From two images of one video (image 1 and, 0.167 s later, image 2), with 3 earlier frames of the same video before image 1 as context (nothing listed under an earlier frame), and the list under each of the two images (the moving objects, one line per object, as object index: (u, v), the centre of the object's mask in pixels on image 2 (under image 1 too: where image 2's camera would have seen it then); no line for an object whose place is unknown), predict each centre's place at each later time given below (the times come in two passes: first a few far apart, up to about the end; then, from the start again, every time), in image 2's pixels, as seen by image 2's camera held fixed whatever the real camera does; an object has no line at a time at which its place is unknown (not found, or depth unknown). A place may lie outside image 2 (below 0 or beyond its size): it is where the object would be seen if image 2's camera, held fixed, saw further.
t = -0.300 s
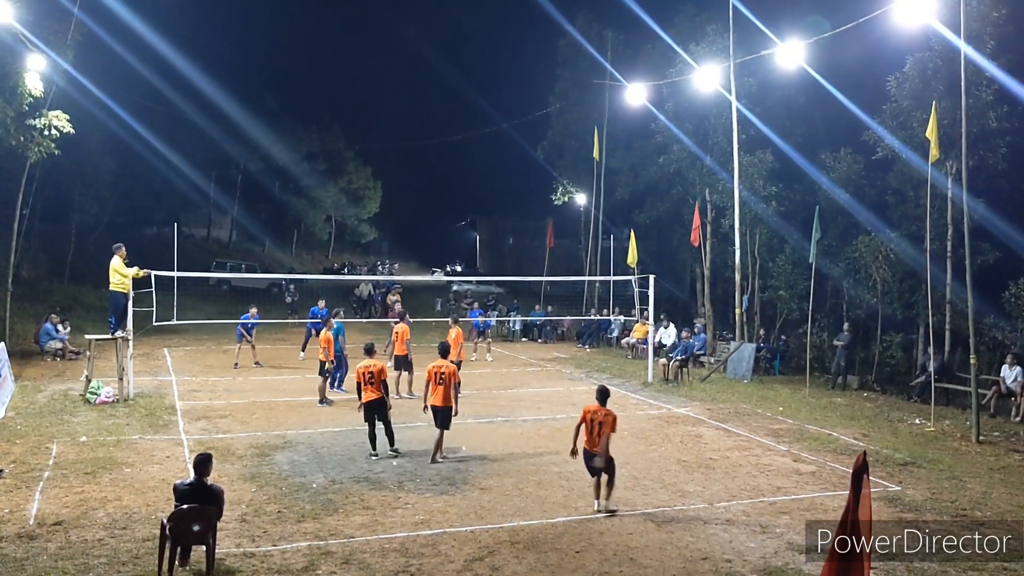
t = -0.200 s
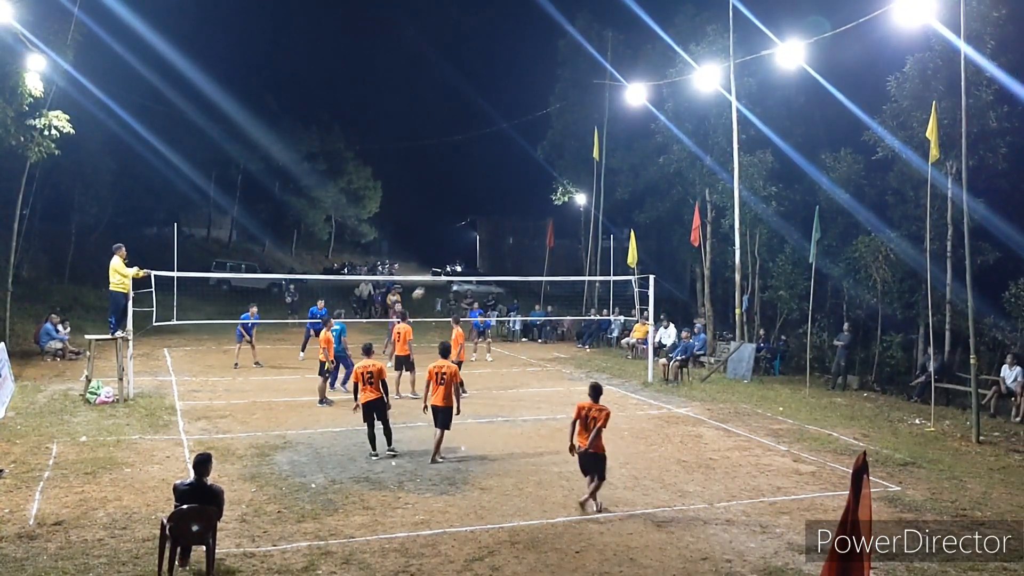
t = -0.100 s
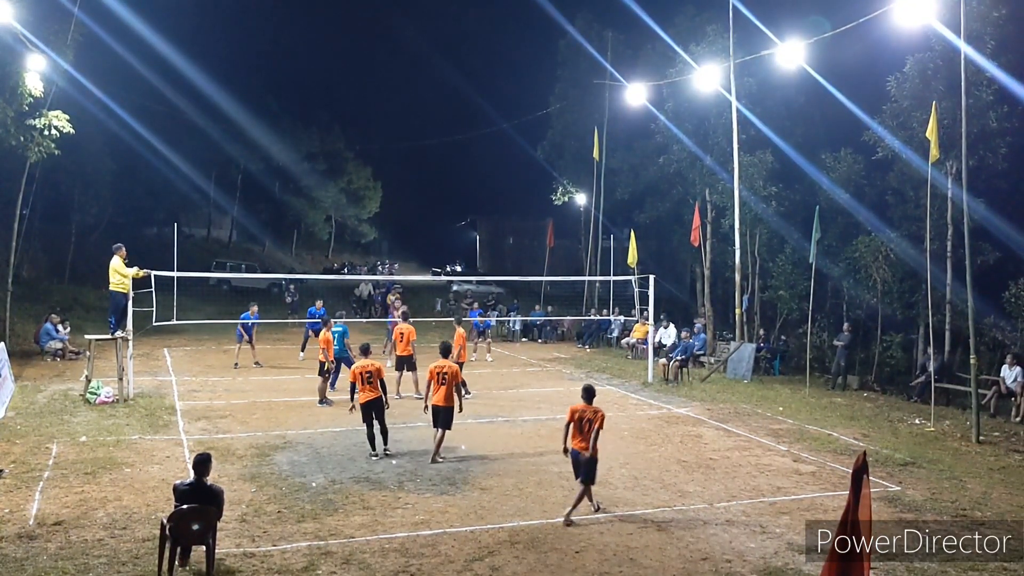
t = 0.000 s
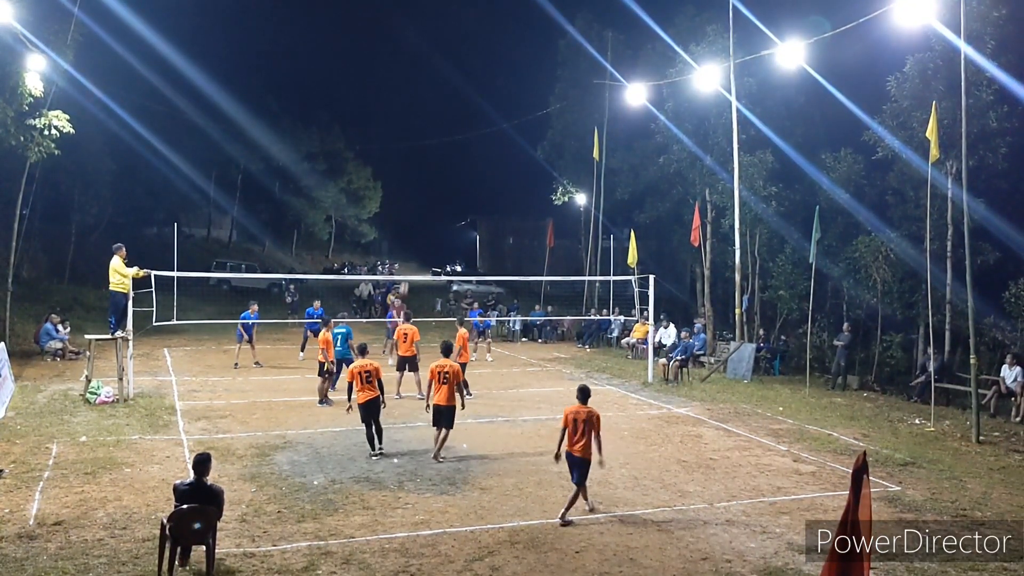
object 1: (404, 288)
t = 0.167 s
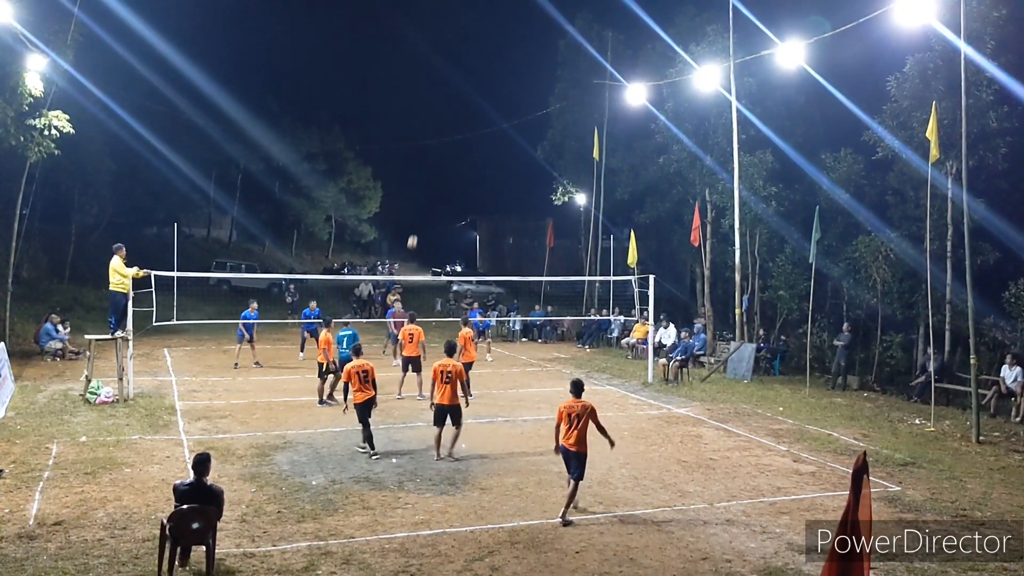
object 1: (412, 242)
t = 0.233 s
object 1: (415, 226)
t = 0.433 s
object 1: (426, 187)
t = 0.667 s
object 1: (437, 161)
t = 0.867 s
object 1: (447, 156)
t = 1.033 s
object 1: (457, 166)
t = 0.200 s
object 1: (414, 233)
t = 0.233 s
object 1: (415, 226)
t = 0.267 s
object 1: (417, 218)
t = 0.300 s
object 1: (419, 211)
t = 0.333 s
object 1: (421, 205)
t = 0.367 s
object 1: (422, 198)
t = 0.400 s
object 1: (424, 192)
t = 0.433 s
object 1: (426, 187)
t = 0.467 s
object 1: (427, 182)
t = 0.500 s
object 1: (429, 177)
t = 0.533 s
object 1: (431, 173)
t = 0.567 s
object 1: (432, 169)
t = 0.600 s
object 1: (434, 166)
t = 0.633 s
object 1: (435, 163)
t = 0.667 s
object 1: (437, 161)
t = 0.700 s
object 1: (439, 159)
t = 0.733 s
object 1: (441, 157)
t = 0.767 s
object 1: (442, 156)
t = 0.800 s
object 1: (444, 156)
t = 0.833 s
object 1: (446, 156)
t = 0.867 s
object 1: (447, 156)
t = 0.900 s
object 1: (449, 157)
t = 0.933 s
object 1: (451, 159)
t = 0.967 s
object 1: (453, 161)
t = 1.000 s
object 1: (455, 163)
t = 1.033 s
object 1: (457, 166)
